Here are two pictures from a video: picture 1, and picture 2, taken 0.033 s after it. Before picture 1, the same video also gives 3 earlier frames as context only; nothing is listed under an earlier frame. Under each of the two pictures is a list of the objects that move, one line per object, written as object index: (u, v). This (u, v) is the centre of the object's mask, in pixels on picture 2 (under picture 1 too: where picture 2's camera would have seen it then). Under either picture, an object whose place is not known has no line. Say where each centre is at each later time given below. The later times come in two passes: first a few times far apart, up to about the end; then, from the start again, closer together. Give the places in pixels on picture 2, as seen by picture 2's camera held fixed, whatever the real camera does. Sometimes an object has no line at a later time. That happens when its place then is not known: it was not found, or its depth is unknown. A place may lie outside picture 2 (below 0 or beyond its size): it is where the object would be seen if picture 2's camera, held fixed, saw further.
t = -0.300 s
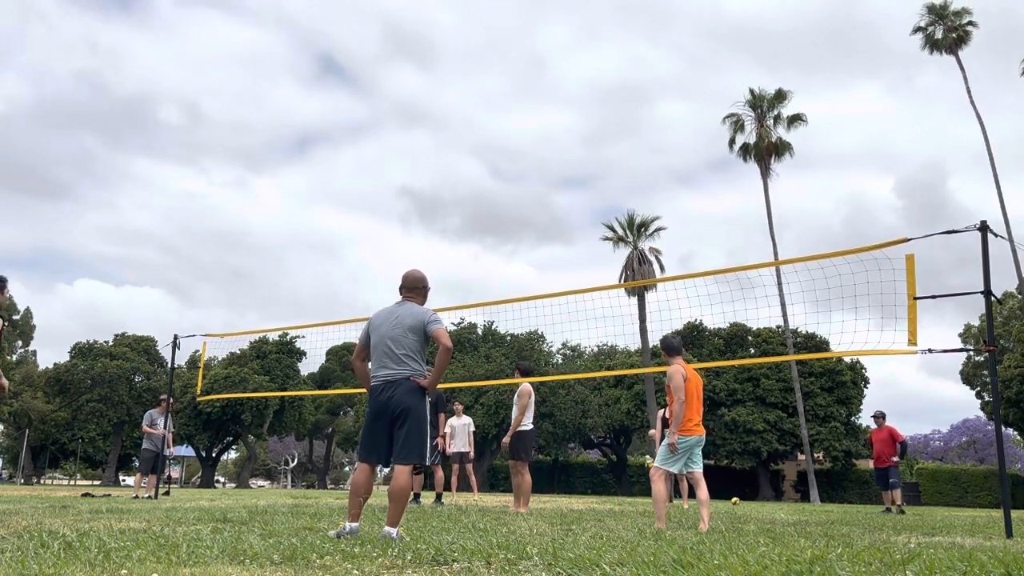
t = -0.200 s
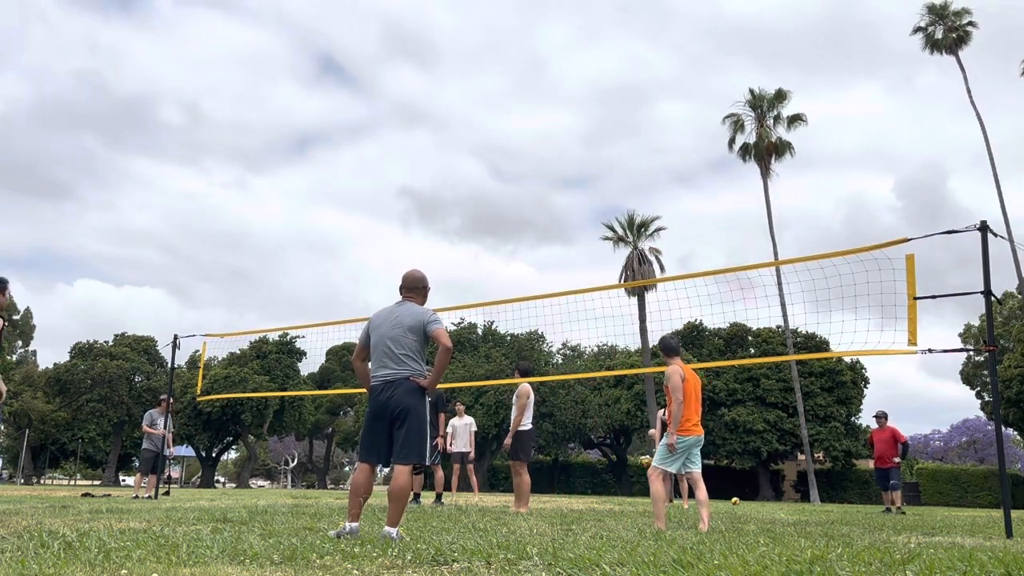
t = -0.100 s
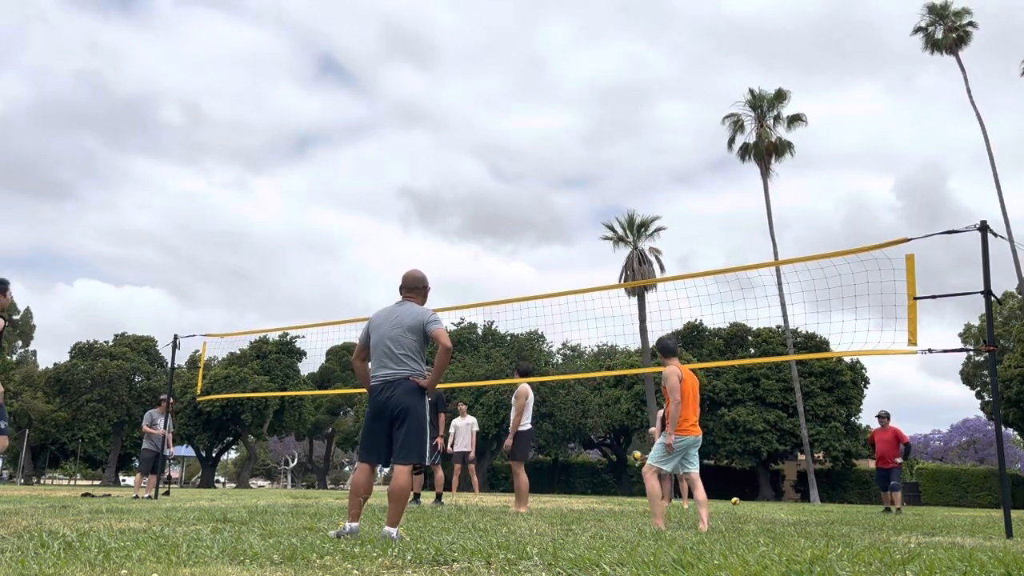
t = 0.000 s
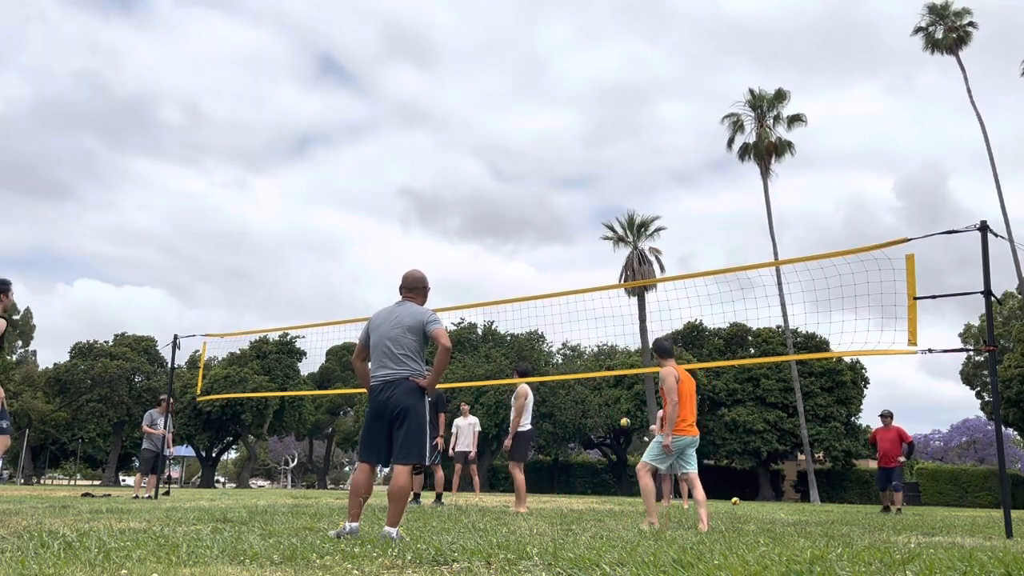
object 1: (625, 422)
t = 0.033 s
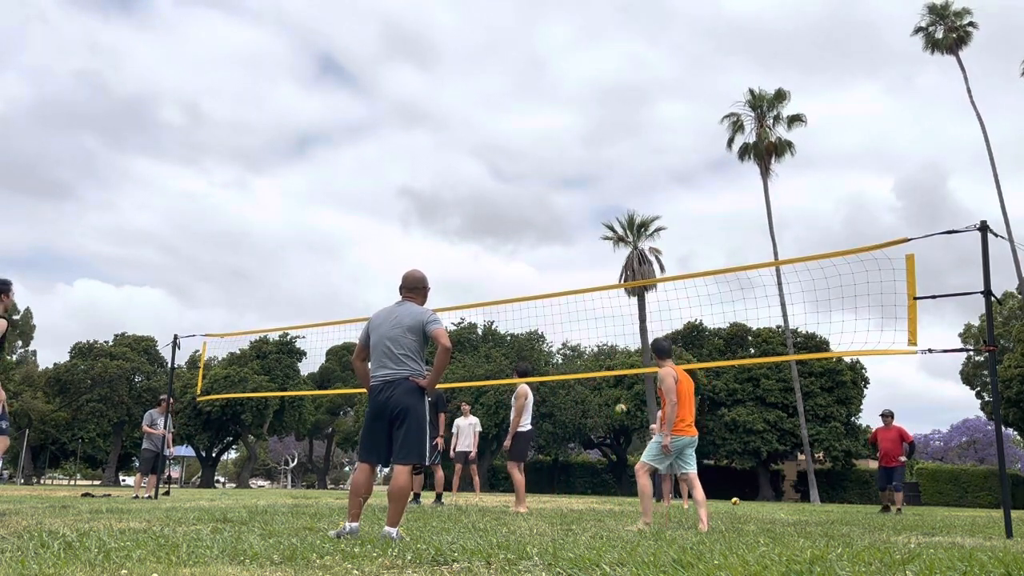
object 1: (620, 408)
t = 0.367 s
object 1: (576, 282)
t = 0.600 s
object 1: (541, 212)
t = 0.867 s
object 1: (487, 158)
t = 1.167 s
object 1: (396, 152)
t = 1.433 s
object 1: (251, 260)
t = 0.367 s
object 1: (576, 282)
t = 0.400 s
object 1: (571, 271)
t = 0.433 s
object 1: (567, 260)
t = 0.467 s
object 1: (562, 249)
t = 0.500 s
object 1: (557, 239)
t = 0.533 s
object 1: (552, 230)
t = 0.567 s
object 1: (547, 221)
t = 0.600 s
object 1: (541, 212)
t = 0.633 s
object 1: (535, 203)
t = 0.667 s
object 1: (529, 195)
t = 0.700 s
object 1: (523, 187)
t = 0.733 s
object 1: (516, 180)
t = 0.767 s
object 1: (510, 174)
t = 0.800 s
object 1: (502, 168)
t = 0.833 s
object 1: (495, 162)
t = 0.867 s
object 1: (487, 158)
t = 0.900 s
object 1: (479, 153)
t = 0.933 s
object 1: (471, 150)
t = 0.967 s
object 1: (462, 147)
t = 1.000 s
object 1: (452, 145)
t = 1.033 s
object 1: (442, 144)
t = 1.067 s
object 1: (432, 145)
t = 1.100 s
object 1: (421, 146)
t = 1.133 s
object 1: (409, 149)
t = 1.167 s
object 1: (396, 152)
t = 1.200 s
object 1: (382, 158)
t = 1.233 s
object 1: (367, 165)
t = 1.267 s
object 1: (351, 174)
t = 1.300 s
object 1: (334, 185)
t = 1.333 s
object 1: (316, 199)
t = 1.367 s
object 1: (296, 216)
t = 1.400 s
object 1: (274, 236)
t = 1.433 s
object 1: (251, 260)
